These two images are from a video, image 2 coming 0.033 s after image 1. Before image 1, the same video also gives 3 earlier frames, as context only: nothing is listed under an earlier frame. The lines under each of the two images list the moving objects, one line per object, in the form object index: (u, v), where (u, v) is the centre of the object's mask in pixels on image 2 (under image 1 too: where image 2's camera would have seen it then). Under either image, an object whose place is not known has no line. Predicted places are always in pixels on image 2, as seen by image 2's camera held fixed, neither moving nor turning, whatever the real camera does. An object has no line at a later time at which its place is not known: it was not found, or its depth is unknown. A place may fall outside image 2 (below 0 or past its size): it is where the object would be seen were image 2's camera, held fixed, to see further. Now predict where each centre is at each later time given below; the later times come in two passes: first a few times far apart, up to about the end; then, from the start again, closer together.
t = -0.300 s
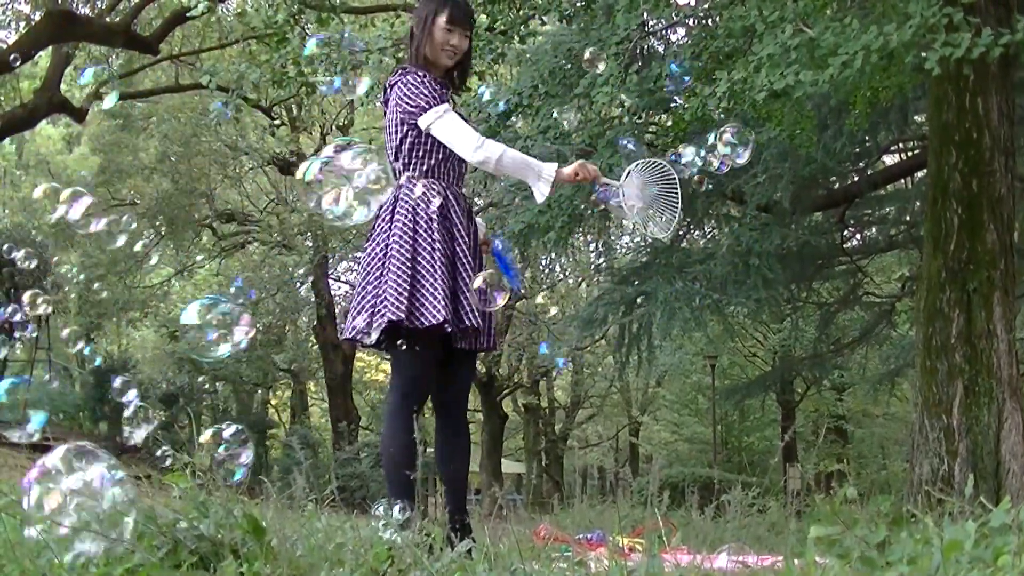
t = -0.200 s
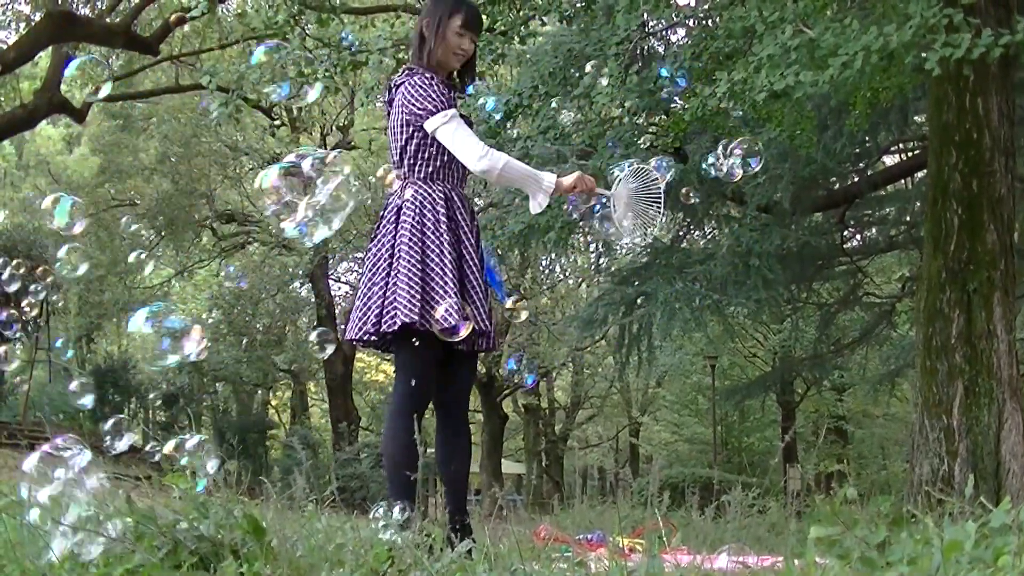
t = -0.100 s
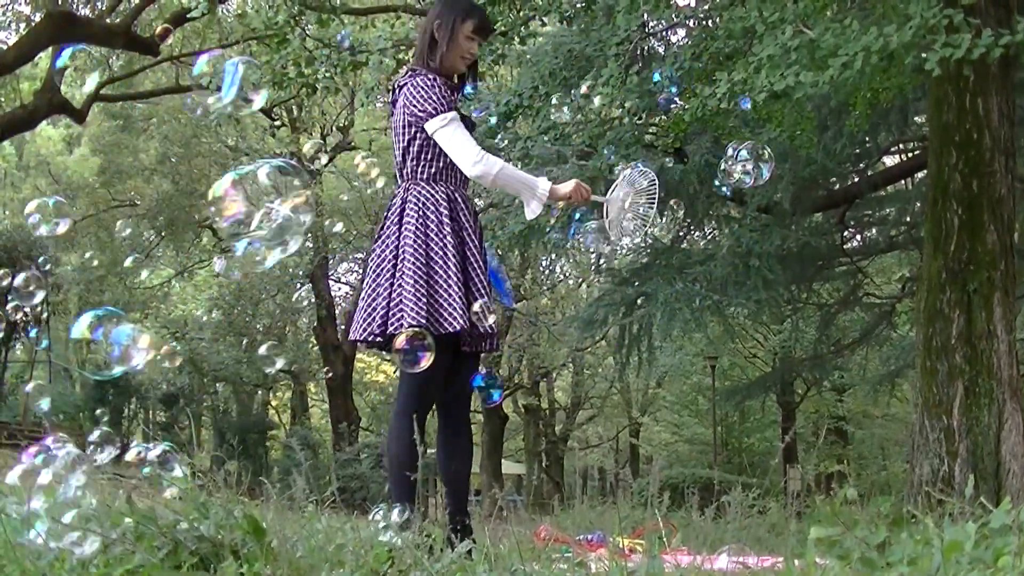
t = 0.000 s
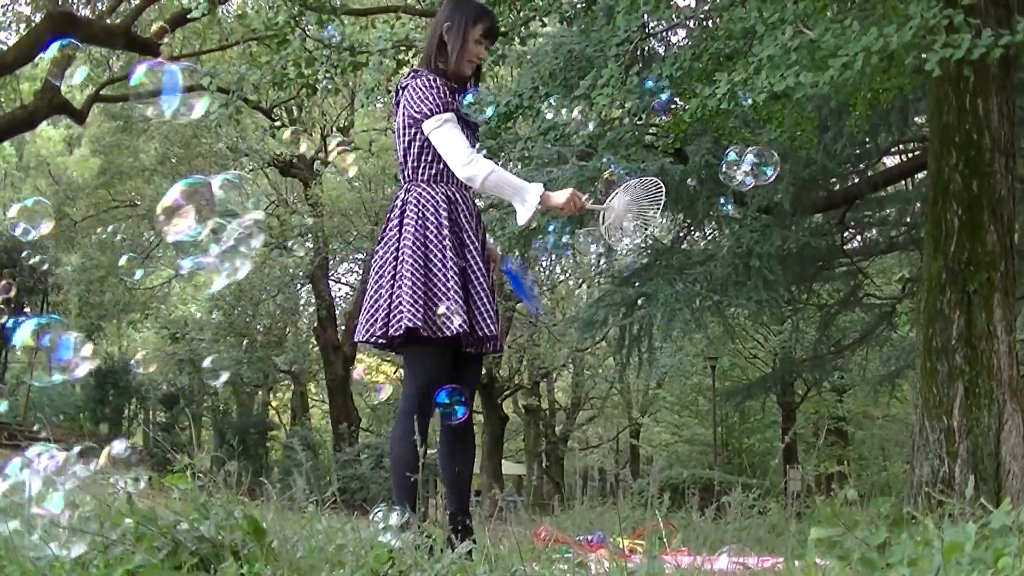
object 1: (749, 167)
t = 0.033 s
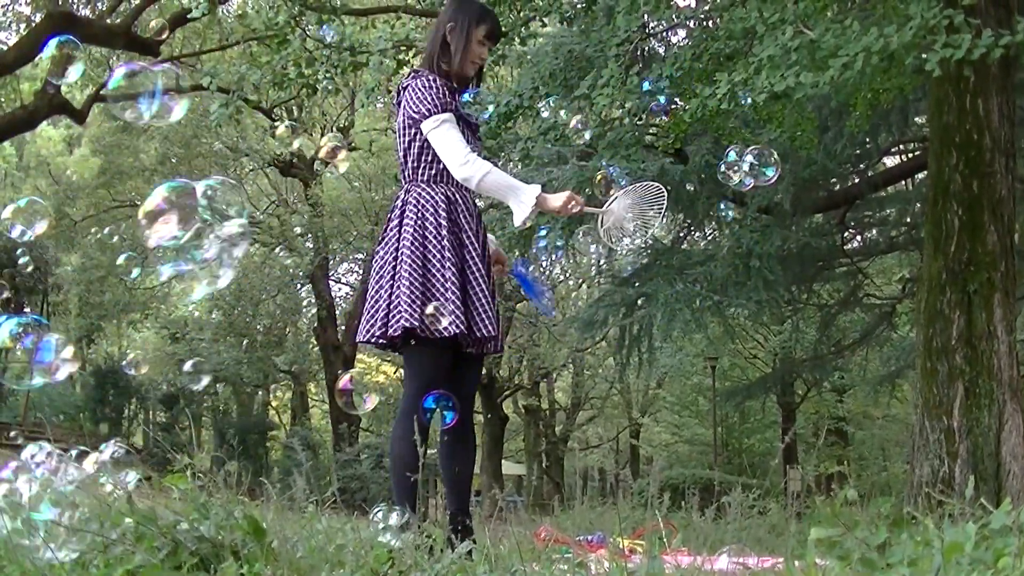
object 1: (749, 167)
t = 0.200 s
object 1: (737, 163)
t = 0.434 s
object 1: (710, 150)
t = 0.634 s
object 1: (683, 138)
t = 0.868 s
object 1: (644, 118)
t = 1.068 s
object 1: (596, 102)
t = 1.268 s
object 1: (545, 82)
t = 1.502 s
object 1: (474, 58)
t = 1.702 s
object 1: (404, 40)
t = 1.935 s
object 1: (315, 28)
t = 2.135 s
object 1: (233, 26)
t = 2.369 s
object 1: (135, 30)
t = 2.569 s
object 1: (50, 26)
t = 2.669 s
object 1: (16, 41)
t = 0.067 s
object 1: (747, 167)
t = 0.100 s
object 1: (745, 167)
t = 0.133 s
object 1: (743, 166)
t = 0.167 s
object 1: (740, 165)
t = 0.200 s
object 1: (737, 163)
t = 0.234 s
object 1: (734, 162)
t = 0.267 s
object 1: (731, 160)
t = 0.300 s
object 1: (727, 159)
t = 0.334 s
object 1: (722, 157)
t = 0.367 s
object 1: (718, 155)
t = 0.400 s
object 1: (715, 153)
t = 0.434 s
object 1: (710, 150)
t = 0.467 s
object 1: (707, 148)
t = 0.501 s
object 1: (702, 147)
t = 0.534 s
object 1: (697, 145)
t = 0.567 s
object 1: (693, 142)
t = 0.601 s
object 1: (688, 140)
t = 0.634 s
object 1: (683, 138)
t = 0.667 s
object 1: (677, 136)
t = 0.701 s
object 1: (672, 132)
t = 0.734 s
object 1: (668, 130)
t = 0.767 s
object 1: (664, 126)
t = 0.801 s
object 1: (657, 124)
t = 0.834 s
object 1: (648, 121)
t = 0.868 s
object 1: (644, 118)
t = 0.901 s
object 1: (636, 115)
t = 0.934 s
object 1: (629, 113)
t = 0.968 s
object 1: (622, 109)
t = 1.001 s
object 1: (615, 107)
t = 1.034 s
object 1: (607, 104)
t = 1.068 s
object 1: (596, 102)
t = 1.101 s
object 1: (589, 99)
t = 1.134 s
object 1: (581, 96)
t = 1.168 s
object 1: (572, 93)
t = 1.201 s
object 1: (564, 89)
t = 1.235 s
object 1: (556, 85)
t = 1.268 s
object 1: (545, 82)
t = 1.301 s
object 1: (536, 79)
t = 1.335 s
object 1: (527, 76)
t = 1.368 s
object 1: (516, 73)
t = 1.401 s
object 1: (505, 68)
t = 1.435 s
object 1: (495, 65)
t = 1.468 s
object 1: (485, 62)
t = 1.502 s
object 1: (474, 58)
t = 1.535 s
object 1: (462, 54)
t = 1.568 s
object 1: (451, 51)
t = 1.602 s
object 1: (438, 49)
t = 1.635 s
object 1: (426, 47)
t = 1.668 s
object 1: (415, 44)
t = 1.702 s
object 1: (404, 40)
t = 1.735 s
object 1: (389, 38)
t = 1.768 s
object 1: (376, 38)
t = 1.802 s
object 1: (363, 38)
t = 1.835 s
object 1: (354, 32)
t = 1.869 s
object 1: (340, 31)
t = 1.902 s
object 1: (327, 30)
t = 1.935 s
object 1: (315, 28)
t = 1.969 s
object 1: (299, 32)
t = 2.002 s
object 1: (288, 27)
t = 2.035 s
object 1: (277, 25)
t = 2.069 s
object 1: (261, 27)
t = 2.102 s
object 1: (248, 26)
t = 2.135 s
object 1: (233, 26)
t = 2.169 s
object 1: (220, 26)
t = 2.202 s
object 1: (205, 25)
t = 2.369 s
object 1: (135, 30)
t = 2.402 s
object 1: (123, 23)
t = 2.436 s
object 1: (107, 25)
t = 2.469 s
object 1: (95, 25)
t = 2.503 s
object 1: (79, 25)
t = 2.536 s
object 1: (66, 25)
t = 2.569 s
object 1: (50, 26)
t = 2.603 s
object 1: (34, 27)
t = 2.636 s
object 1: (25, 28)
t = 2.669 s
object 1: (16, 41)
